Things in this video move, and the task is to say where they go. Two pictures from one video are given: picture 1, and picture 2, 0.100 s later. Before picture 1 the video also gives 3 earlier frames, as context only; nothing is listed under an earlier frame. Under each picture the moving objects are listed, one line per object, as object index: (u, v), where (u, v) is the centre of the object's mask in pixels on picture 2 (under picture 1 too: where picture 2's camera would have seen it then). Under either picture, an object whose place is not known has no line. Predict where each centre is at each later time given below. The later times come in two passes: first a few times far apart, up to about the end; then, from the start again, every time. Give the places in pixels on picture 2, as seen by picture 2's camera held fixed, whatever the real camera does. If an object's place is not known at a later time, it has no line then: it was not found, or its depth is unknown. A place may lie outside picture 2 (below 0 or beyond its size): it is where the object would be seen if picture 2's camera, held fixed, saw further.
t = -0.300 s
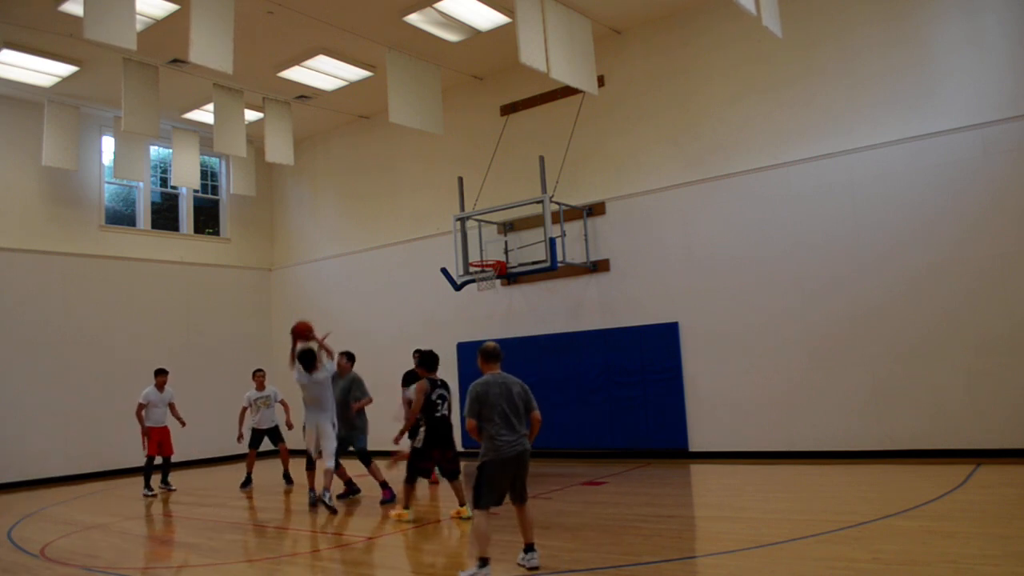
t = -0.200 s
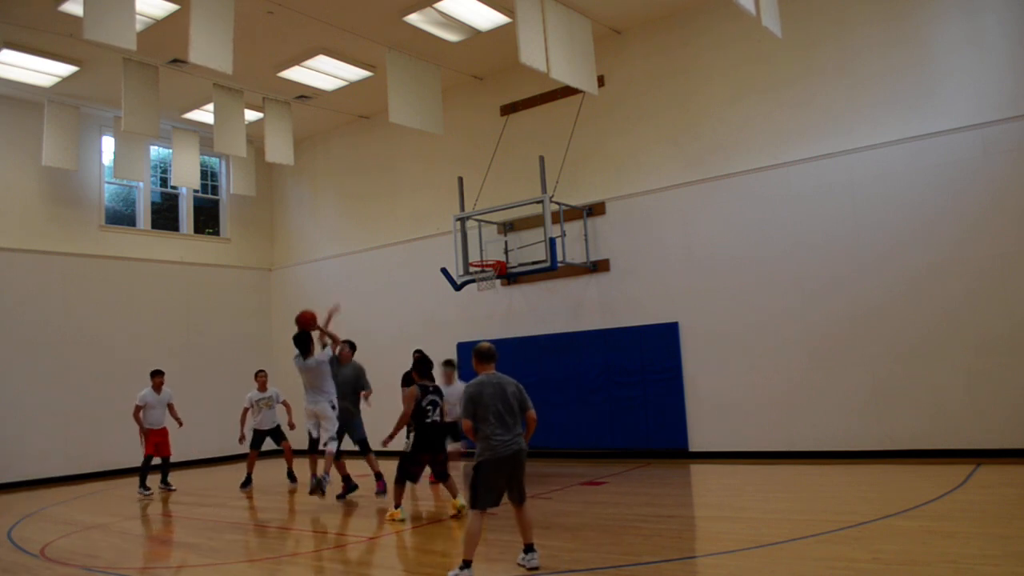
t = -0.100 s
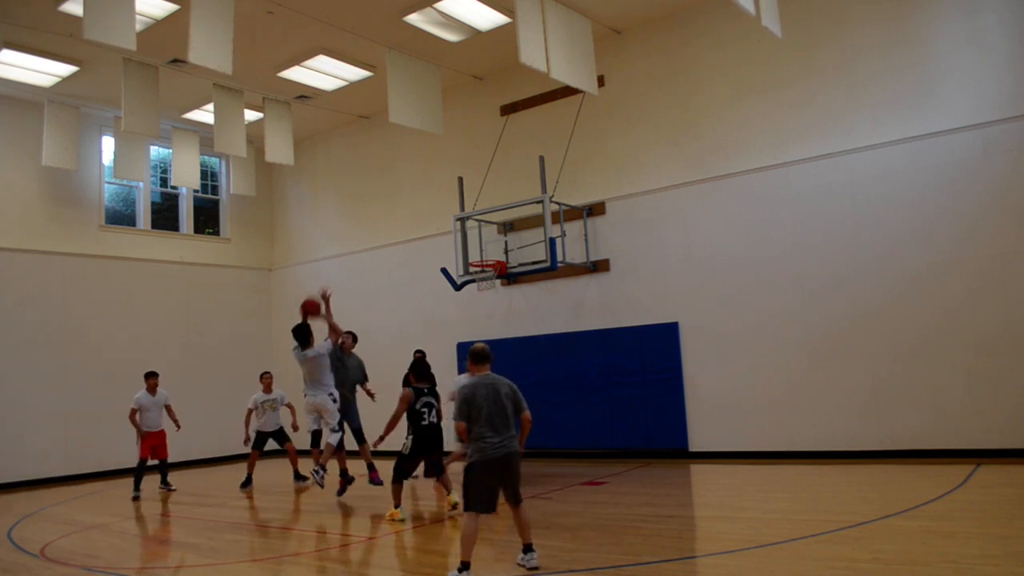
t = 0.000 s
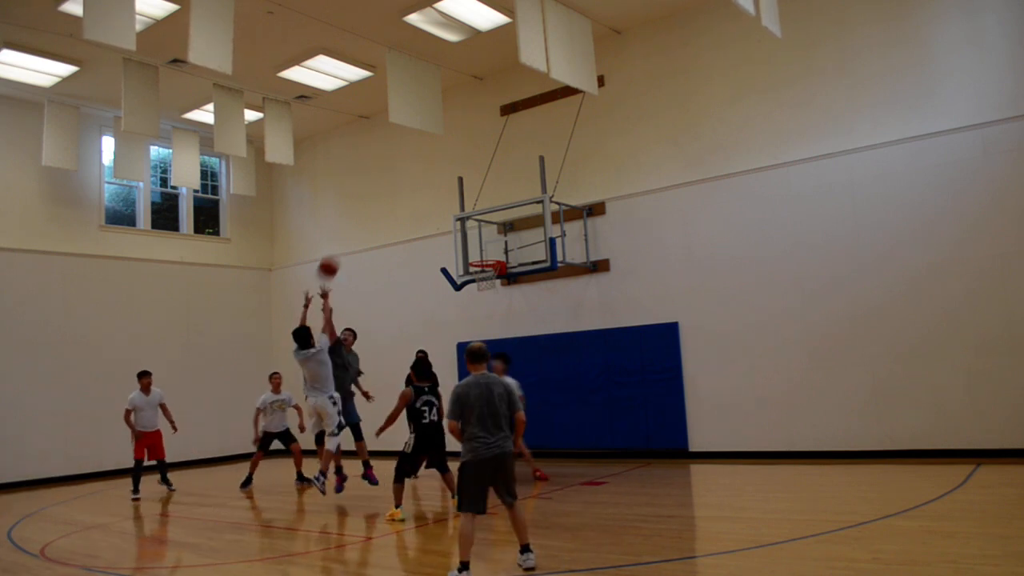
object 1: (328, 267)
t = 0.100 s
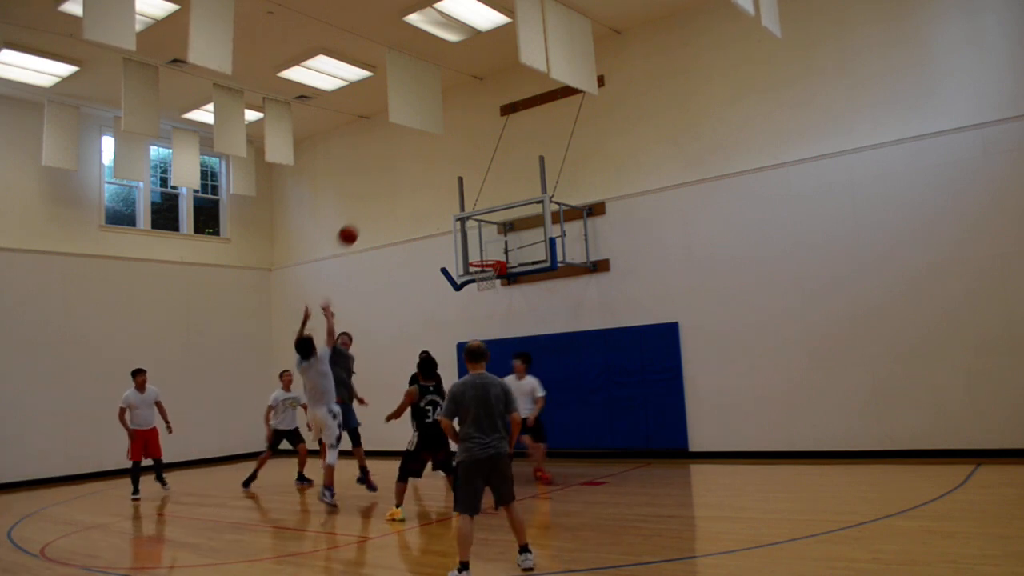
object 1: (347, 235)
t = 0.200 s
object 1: (366, 212)
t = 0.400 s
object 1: (401, 193)
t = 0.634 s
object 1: (438, 207)
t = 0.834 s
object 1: (469, 247)
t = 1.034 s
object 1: (462, 252)
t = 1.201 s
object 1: (449, 265)
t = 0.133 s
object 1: (354, 226)
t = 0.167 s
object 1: (360, 218)
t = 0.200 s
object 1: (366, 212)
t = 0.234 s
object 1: (372, 207)
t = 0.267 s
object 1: (378, 202)
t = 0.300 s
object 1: (384, 199)
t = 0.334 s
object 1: (390, 196)
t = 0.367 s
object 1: (395, 194)
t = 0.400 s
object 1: (401, 193)
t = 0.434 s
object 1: (406, 193)
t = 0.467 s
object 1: (412, 193)
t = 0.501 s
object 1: (417, 194)
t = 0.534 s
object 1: (423, 196)
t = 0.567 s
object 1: (428, 199)
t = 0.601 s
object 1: (433, 202)
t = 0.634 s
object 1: (438, 207)
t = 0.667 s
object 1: (444, 211)
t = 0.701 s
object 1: (449, 217)
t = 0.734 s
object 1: (454, 224)
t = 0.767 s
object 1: (459, 231)
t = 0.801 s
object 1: (464, 239)
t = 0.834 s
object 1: (469, 247)
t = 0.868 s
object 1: (474, 255)
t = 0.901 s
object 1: (473, 255)
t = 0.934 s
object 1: (470, 254)
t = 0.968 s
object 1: (468, 252)
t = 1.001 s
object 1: (465, 252)
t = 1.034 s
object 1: (462, 252)
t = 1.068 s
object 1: (460, 253)
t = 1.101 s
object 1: (458, 255)
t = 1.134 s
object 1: (455, 257)
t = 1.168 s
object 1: (451, 261)
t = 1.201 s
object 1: (449, 265)
